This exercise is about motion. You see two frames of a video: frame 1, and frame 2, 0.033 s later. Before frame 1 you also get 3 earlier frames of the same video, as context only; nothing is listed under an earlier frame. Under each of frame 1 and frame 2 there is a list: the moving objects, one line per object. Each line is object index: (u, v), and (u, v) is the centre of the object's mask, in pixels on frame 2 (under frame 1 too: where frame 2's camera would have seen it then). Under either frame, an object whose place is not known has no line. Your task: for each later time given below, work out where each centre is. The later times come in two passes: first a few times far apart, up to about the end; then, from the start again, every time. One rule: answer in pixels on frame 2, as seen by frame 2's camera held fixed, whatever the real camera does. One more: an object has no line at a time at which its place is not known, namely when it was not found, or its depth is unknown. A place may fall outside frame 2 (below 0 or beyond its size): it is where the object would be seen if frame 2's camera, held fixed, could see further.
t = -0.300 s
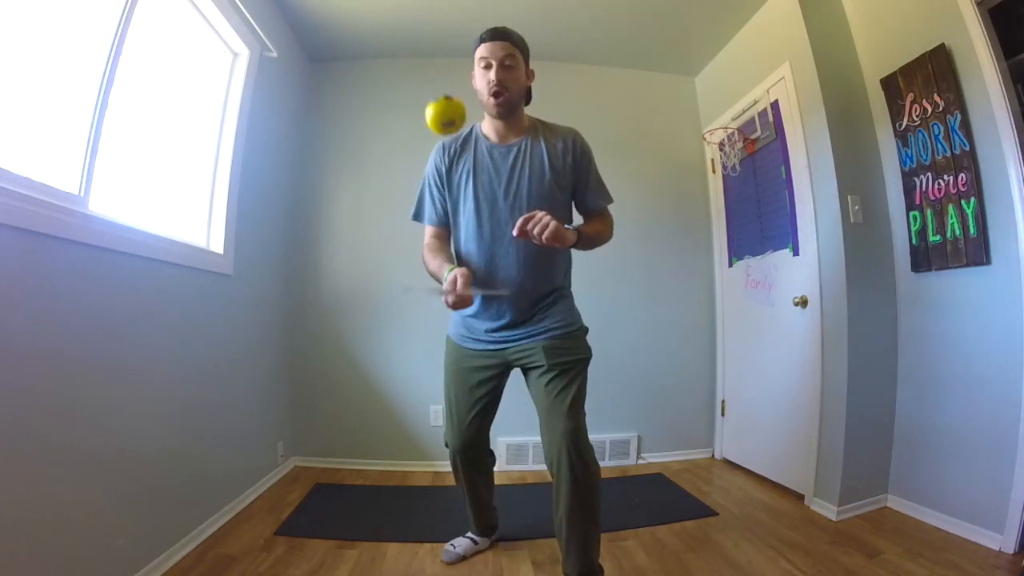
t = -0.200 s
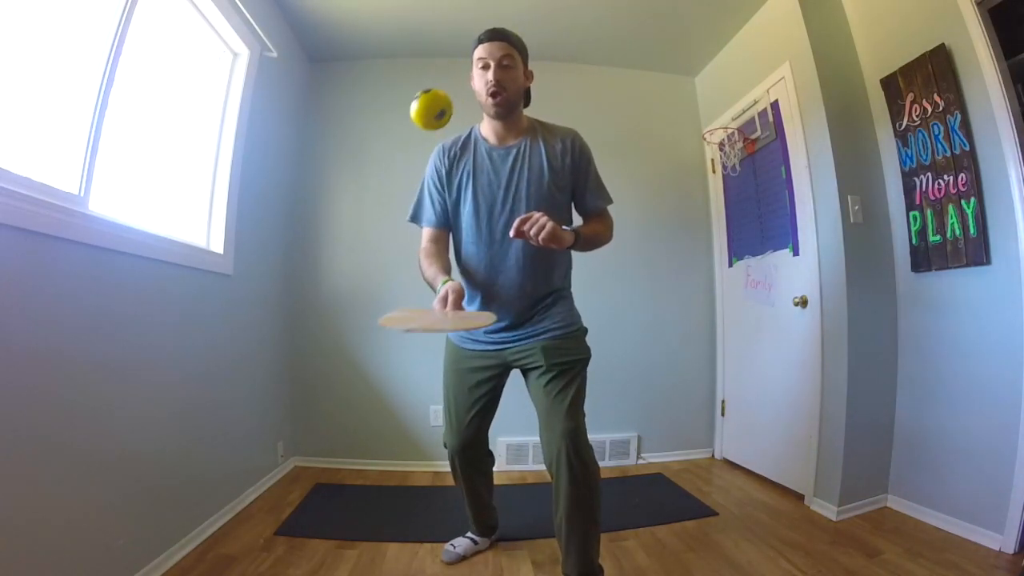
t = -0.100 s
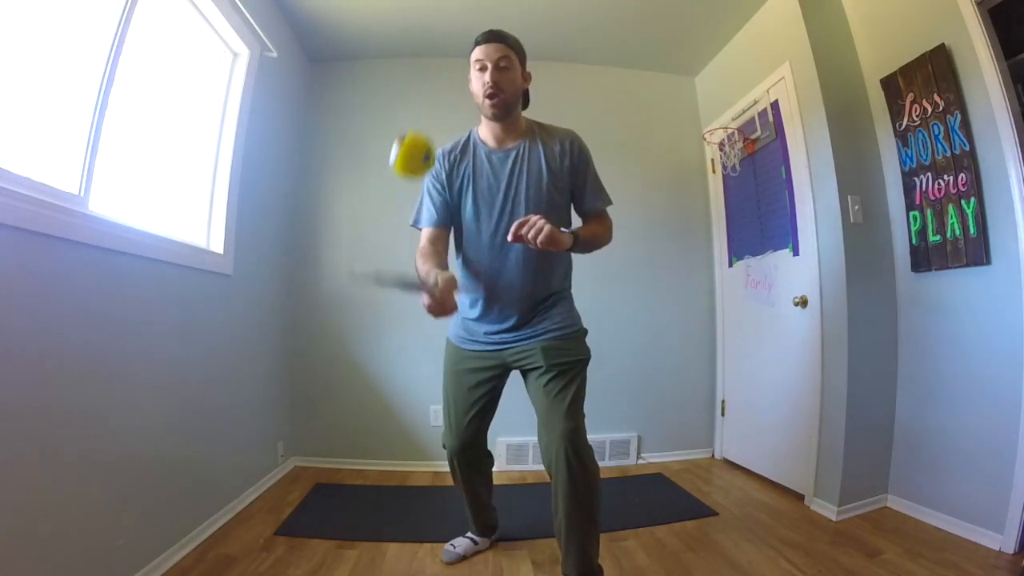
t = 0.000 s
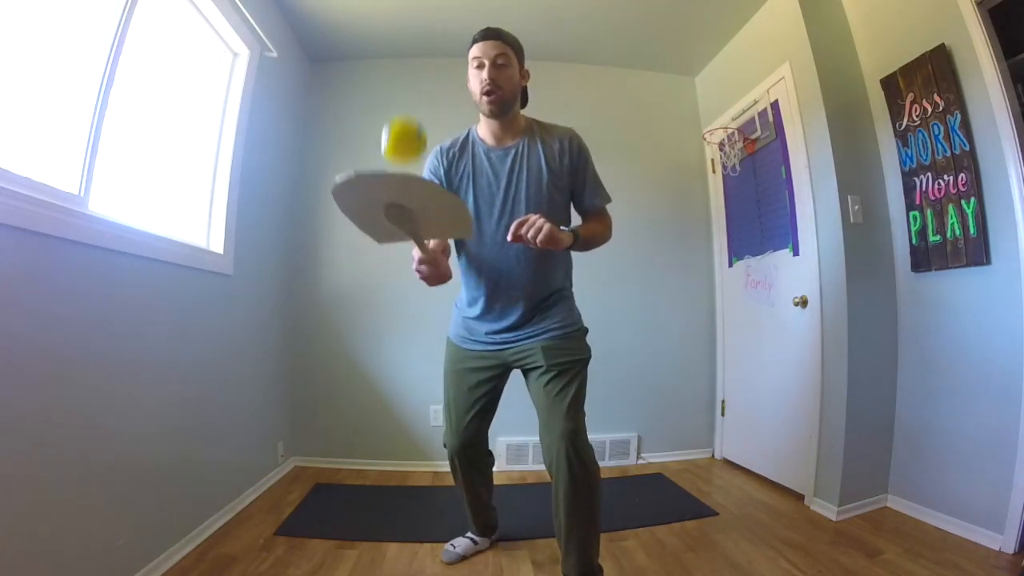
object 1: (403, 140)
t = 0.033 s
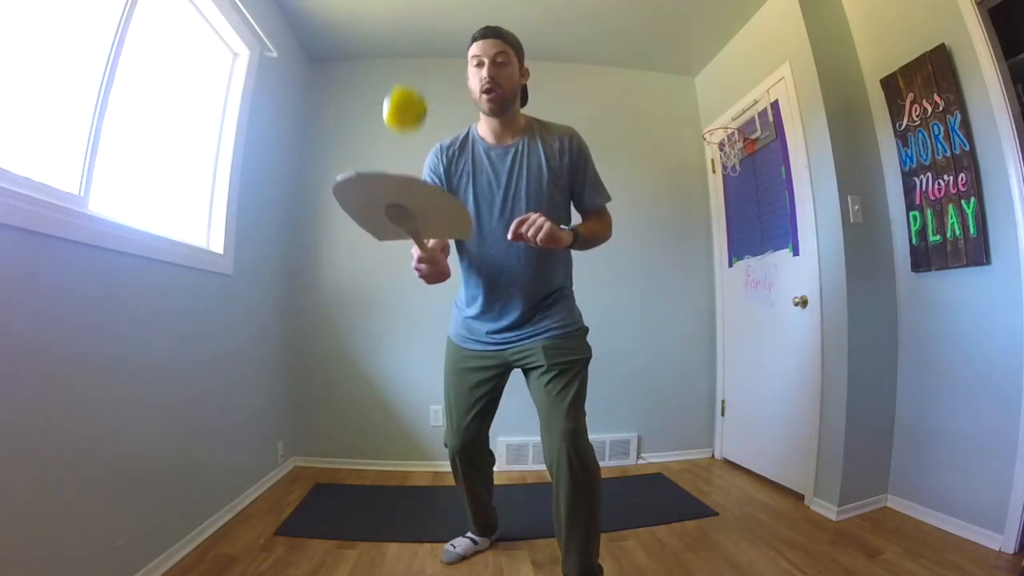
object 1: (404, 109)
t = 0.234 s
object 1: (404, 47)
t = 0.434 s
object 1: (389, 183)
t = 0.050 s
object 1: (405, 96)
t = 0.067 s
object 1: (405, 84)
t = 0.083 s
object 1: (406, 74)
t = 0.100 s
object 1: (406, 66)
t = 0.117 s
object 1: (406, 59)
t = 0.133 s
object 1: (406, 53)
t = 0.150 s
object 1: (406, 49)
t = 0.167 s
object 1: (406, 46)
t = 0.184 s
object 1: (406, 45)
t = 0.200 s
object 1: (405, 45)
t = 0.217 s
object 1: (405, 45)
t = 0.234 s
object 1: (404, 47)
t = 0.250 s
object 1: (404, 51)
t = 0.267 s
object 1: (403, 55)
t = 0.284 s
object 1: (402, 61)
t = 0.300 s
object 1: (400, 68)
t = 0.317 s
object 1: (399, 76)
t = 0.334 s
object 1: (398, 86)
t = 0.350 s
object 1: (396, 98)
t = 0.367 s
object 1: (395, 112)
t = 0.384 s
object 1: (394, 126)
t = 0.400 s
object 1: (392, 143)
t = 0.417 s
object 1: (391, 162)
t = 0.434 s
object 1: (389, 183)
